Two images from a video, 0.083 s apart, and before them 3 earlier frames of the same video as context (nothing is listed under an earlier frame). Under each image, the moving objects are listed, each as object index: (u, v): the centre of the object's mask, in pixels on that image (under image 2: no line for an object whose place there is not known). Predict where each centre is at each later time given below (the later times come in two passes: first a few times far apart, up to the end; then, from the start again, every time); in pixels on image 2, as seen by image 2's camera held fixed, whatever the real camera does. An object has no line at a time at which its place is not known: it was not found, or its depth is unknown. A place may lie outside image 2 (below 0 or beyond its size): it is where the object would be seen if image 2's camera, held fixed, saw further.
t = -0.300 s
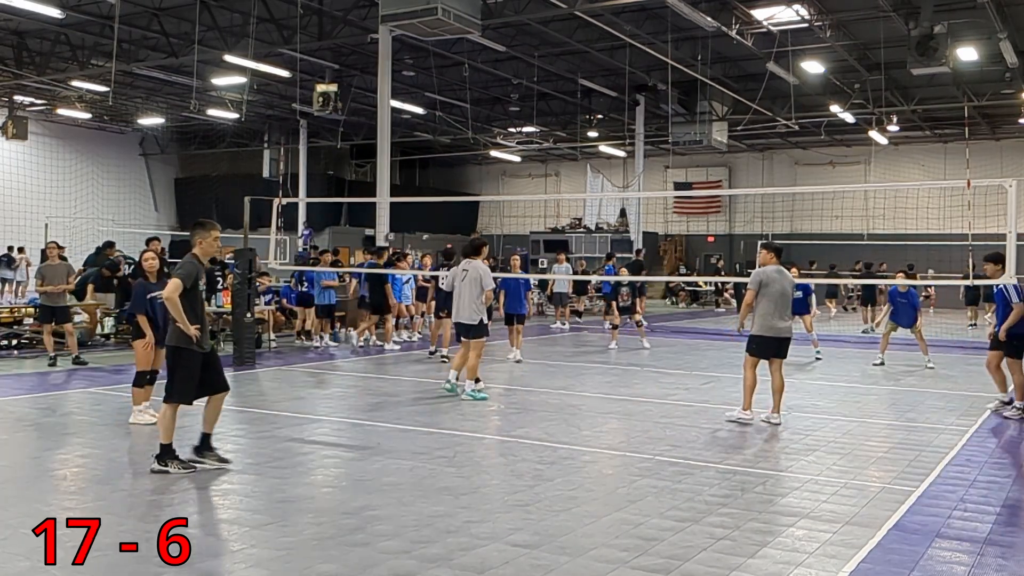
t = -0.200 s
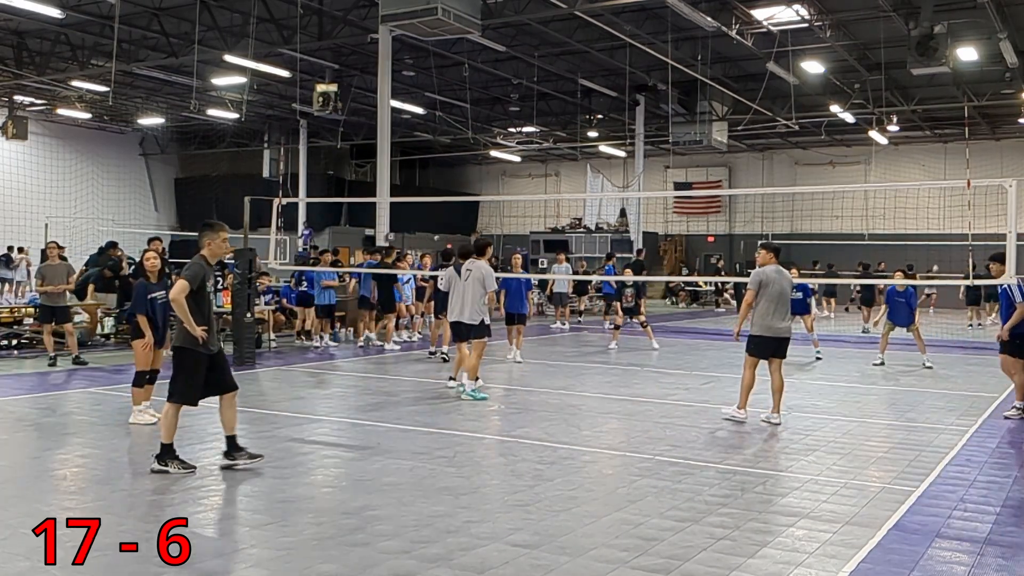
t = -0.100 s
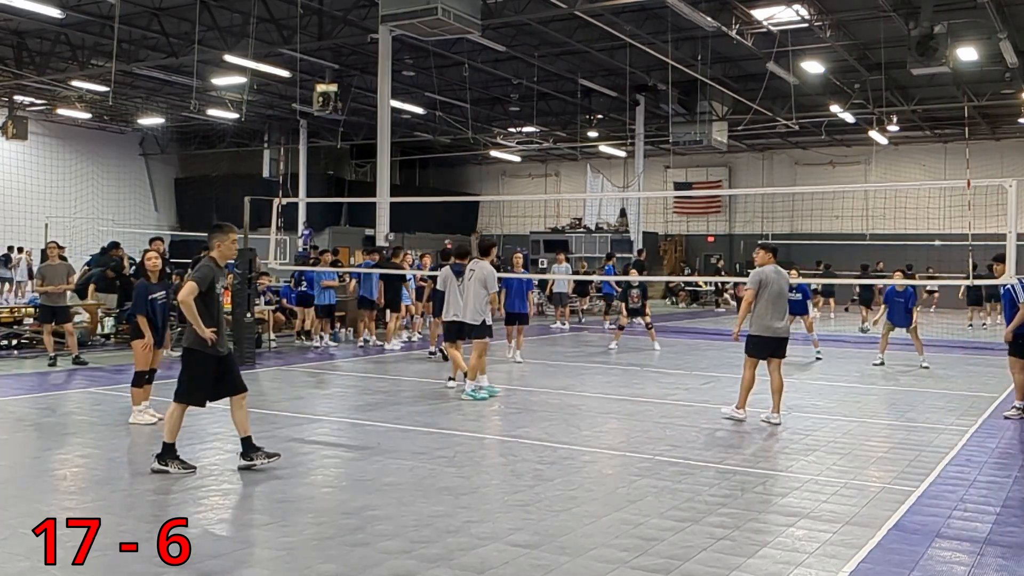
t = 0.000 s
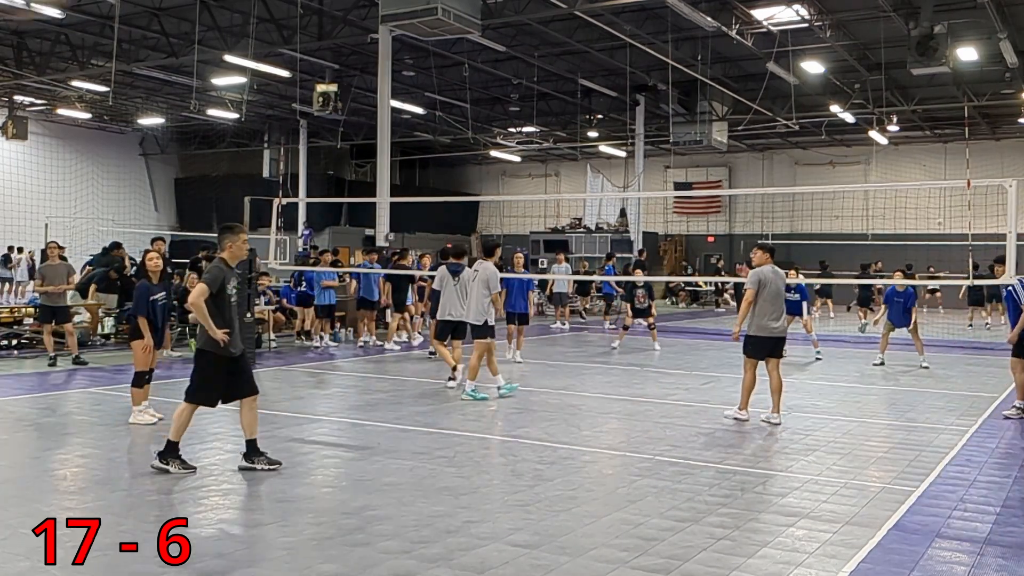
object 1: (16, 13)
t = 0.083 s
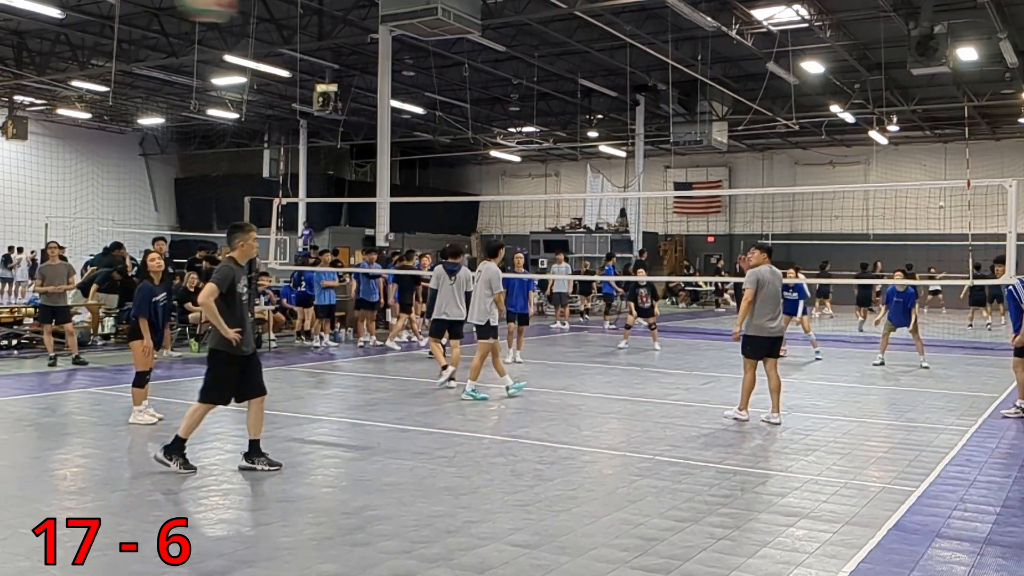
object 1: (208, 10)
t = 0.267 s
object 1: (436, 46)
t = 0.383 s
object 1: (518, 86)
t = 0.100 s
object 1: (236, 11)
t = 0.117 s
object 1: (263, 12)
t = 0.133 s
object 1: (287, 13)
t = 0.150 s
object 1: (310, 15)
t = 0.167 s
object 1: (331, 18)
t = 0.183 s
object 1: (351, 22)
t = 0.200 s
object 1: (369, 25)
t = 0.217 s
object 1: (389, 30)
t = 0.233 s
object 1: (407, 36)
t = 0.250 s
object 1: (422, 41)
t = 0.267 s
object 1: (436, 46)
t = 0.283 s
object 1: (450, 51)
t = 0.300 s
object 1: (463, 57)
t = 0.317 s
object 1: (476, 62)
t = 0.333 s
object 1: (487, 68)
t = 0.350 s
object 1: (498, 74)
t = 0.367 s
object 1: (509, 80)
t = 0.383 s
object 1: (518, 86)
